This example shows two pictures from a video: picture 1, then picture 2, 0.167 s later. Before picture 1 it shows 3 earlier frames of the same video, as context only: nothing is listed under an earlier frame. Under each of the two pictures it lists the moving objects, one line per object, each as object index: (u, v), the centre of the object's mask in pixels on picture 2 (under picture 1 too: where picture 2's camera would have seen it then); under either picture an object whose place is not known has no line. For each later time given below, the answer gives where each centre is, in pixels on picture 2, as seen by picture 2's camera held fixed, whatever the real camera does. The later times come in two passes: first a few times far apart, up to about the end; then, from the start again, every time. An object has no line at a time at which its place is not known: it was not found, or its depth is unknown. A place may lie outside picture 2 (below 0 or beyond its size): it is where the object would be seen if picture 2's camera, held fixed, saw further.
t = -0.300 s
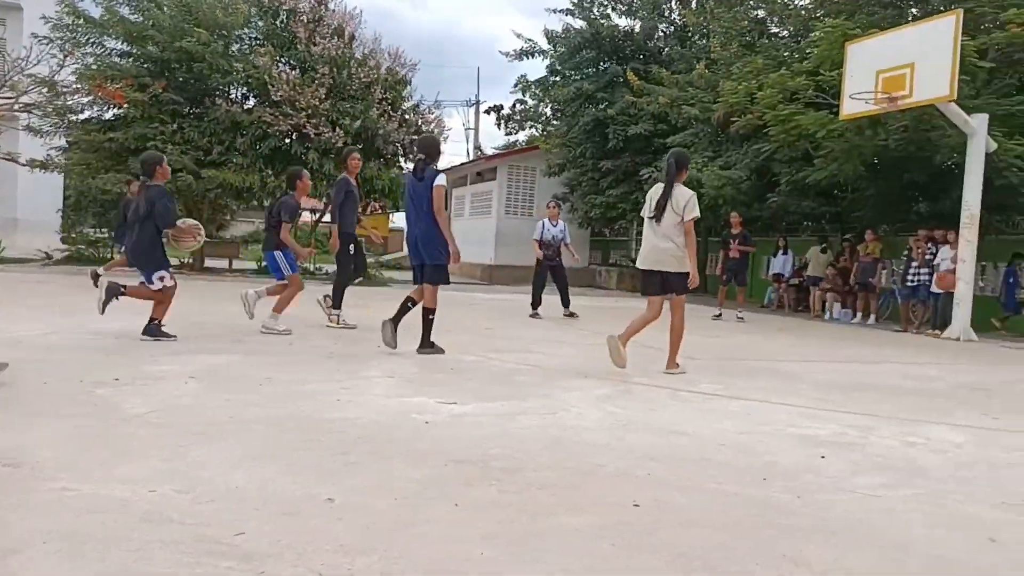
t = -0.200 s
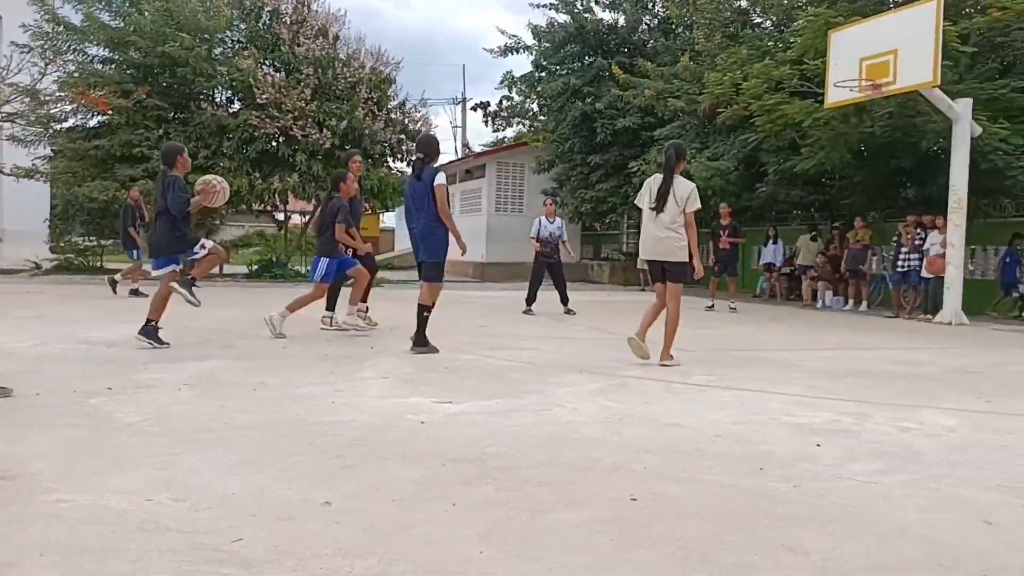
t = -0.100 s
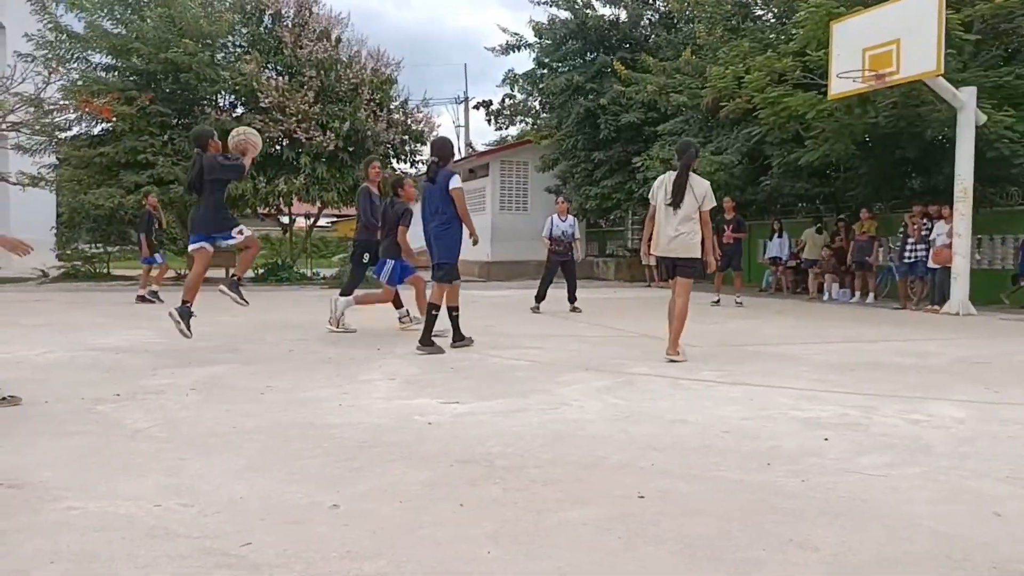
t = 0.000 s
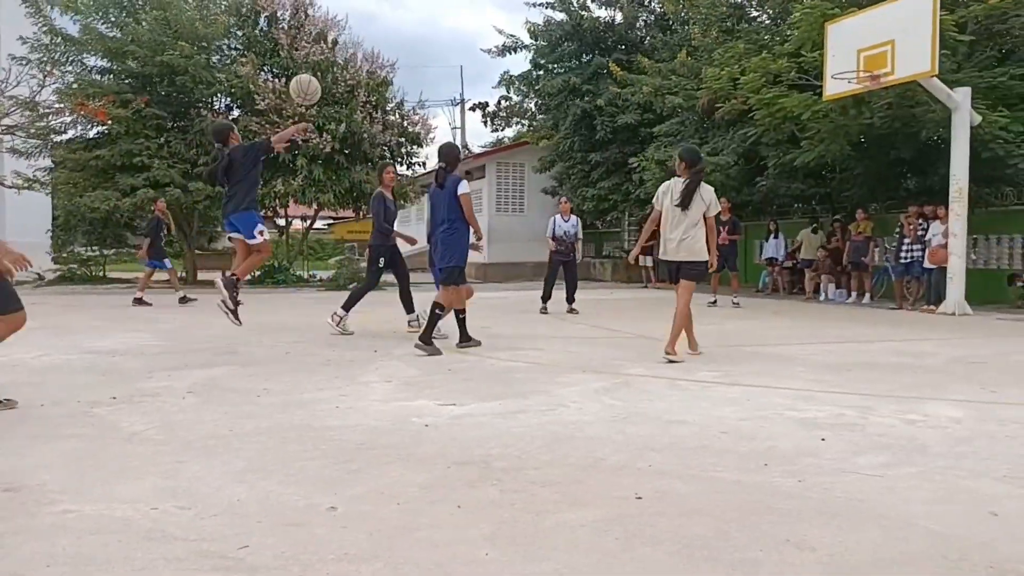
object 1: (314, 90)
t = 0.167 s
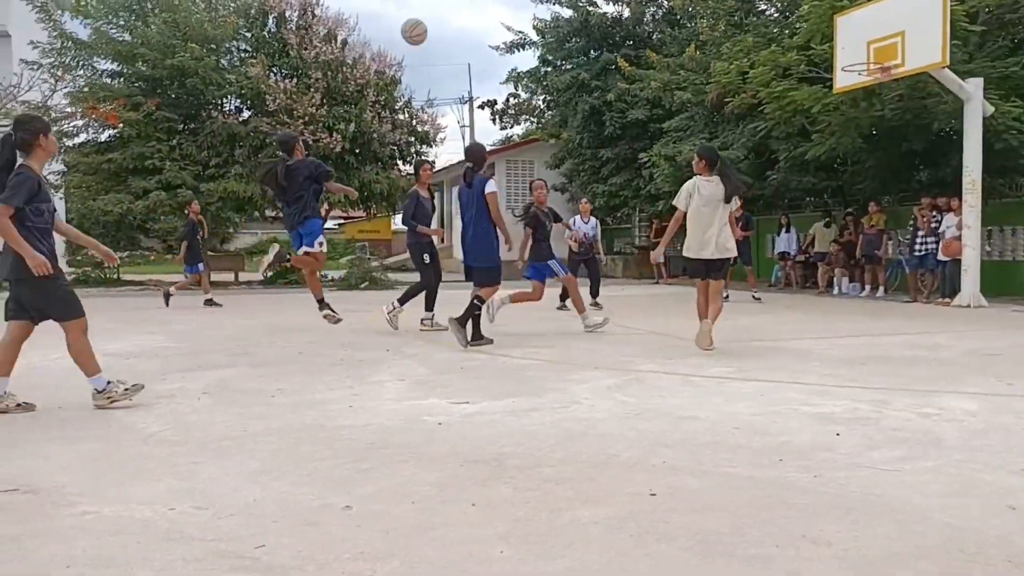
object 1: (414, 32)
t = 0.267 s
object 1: (462, 15)
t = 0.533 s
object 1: (566, 17)
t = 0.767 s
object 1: (632, 60)
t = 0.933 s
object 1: (670, 109)
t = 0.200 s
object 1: (431, 25)
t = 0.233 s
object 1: (447, 19)
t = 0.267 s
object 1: (462, 15)
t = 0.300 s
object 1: (477, 12)
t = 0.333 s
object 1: (491, 10)
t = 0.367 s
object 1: (505, 9)
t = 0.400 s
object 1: (518, 8)
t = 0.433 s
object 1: (531, 9)
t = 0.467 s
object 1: (542, 11)
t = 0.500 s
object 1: (554, 14)
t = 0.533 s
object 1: (566, 17)
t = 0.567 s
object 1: (576, 21)
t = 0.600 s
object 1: (586, 26)
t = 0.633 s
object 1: (596, 32)
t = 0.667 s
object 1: (605, 38)
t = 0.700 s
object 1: (614, 45)
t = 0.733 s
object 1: (623, 52)
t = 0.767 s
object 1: (632, 60)
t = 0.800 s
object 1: (640, 69)
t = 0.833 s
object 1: (648, 79)
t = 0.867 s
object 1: (655, 89)
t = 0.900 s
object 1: (663, 99)
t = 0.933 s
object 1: (670, 109)
